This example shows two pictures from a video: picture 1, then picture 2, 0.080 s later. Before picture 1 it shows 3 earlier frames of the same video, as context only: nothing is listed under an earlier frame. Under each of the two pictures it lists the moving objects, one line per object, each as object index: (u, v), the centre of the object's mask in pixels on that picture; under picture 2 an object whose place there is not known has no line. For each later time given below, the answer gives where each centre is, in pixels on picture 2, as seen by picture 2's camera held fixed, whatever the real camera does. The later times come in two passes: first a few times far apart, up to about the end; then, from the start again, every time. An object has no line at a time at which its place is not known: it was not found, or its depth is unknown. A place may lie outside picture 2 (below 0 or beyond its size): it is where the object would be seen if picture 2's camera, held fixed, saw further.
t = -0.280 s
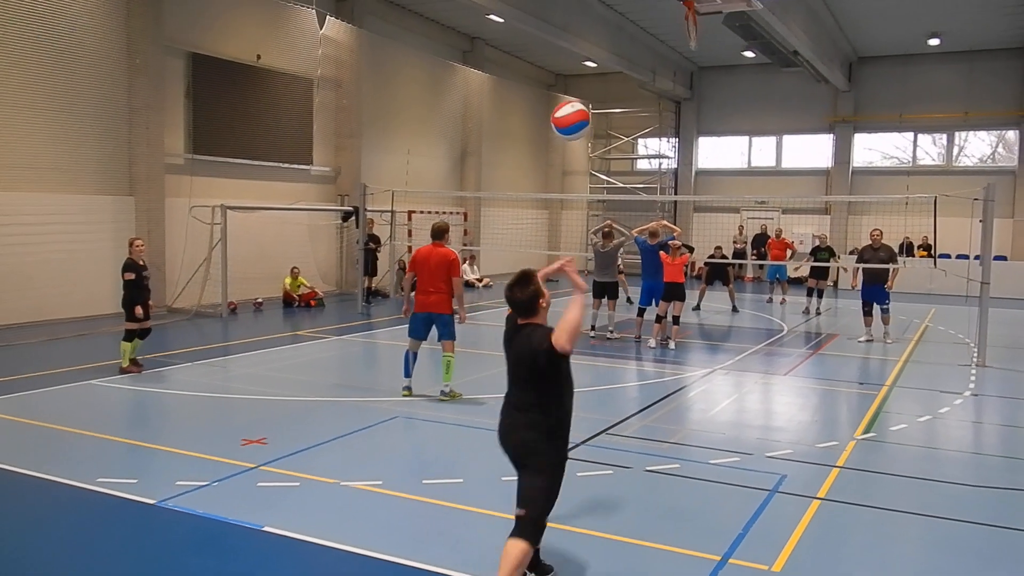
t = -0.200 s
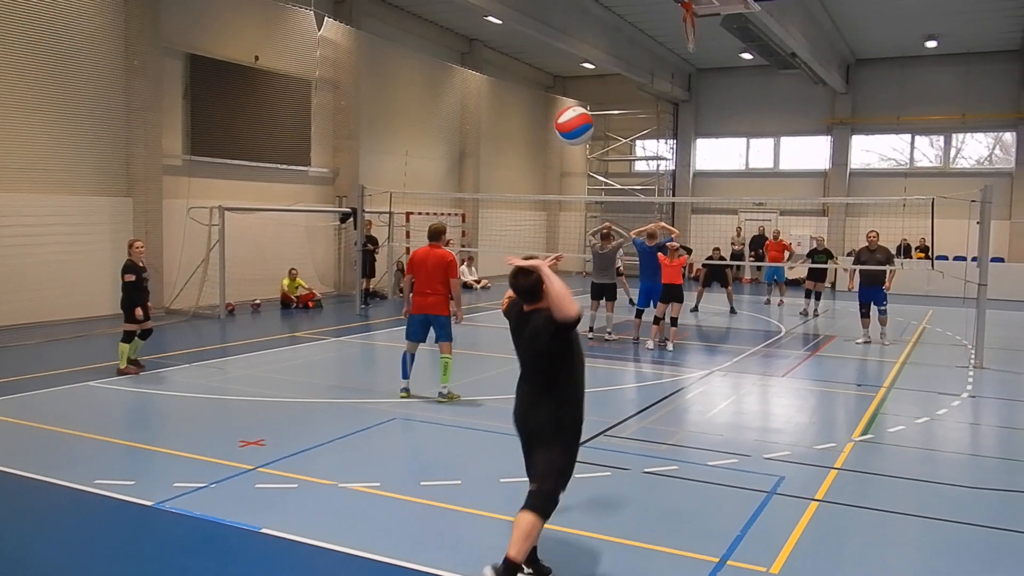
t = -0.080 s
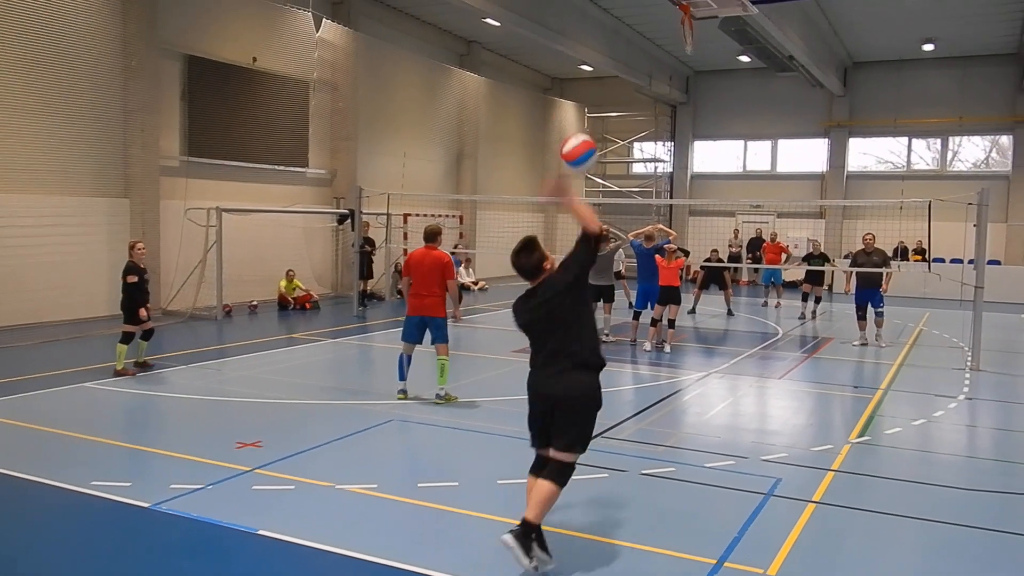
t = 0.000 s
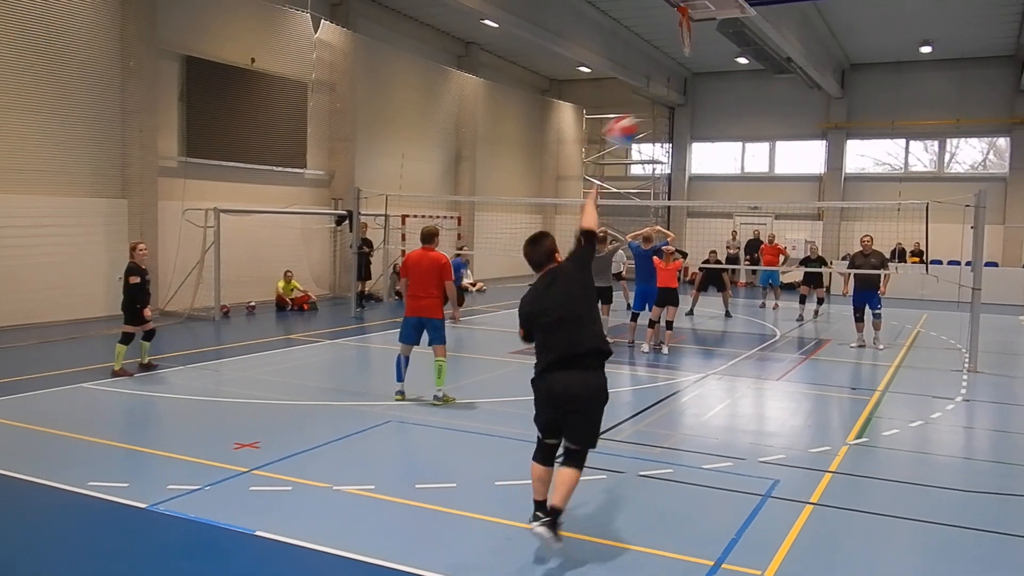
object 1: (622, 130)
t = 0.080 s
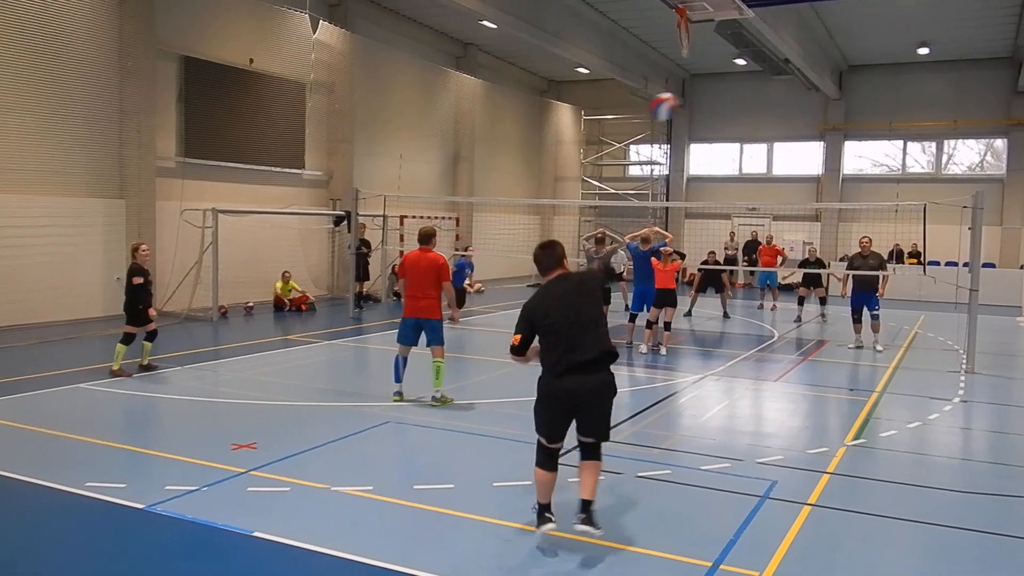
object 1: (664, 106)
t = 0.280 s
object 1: (729, 91)
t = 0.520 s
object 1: (773, 120)
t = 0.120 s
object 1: (680, 99)
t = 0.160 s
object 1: (694, 94)
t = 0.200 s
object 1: (707, 91)
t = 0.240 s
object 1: (719, 90)
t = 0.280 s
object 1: (729, 91)
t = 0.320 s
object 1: (738, 94)
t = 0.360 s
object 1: (747, 97)
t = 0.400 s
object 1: (755, 102)
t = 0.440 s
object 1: (762, 108)
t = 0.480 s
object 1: (768, 114)
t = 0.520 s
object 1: (773, 120)
